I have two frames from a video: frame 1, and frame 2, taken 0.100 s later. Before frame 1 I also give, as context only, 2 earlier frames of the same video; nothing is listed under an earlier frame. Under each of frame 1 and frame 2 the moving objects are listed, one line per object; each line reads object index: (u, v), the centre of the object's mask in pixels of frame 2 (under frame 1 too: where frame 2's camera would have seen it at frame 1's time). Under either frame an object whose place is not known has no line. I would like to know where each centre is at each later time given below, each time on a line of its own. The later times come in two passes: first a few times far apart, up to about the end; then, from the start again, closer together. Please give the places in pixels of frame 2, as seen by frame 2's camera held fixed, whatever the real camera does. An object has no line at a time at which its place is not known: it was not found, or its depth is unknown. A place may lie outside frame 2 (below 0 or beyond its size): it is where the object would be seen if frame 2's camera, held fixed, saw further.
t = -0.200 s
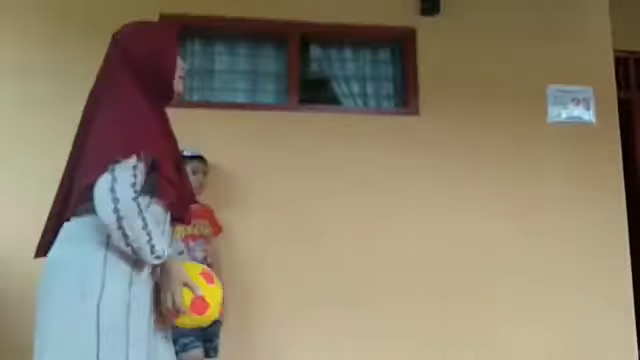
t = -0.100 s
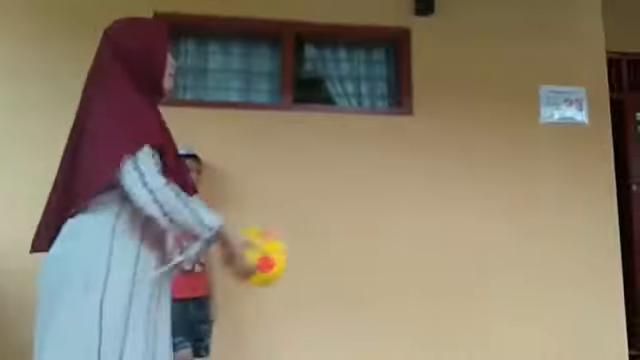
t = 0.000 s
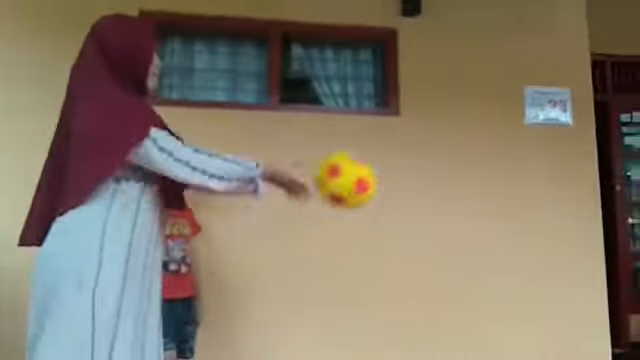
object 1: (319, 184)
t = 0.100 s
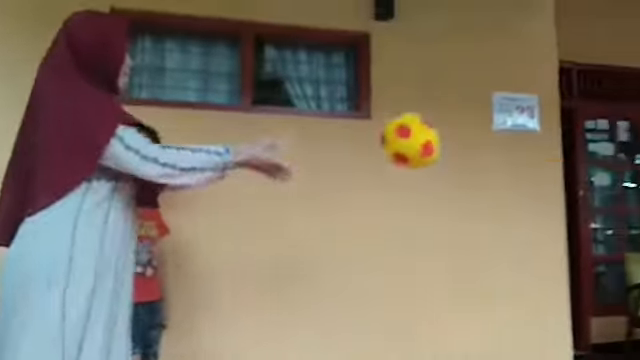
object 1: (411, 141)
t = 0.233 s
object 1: (519, 133)
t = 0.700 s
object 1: (707, 307)
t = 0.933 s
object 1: (708, 309)
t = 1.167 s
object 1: (704, 311)
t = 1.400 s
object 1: (703, 311)
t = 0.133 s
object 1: (439, 134)
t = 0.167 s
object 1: (466, 130)
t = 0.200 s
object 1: (493, 130)
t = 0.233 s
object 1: (519, 133)
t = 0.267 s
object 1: (545, 140)
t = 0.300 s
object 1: (571, 150)
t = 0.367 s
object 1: (618, 177)
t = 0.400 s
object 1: (641, 194)
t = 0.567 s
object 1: (711, 296)
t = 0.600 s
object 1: (702, 310)
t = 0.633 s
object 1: (703, 312)
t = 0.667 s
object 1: (706, 310)
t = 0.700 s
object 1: (707, 307)
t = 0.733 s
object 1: (708, 308)
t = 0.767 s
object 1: (709, 307)
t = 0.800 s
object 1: (709, 307)
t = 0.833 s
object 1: (709, 308)
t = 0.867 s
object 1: (709, 307)
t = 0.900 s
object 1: (708, 308)
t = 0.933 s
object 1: (708, 309)
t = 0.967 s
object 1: (707, 310)
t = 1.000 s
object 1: (705, 310)
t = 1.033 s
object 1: (704, 311)
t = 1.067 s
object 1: (704, 311)
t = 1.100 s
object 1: (704, 311)
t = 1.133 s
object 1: (704, 311)
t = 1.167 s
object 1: (704, 311)
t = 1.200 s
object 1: (703, 311)
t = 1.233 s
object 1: (704, 311)
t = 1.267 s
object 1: (704, 311)
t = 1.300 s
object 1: (703, 311)
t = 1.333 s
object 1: (703, 311)
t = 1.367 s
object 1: (703, 311)
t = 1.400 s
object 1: (703, 311)
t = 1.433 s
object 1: (703, 311)
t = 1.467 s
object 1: (704, 311)
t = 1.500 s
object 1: (704, 311)
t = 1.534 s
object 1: (704, 311)
